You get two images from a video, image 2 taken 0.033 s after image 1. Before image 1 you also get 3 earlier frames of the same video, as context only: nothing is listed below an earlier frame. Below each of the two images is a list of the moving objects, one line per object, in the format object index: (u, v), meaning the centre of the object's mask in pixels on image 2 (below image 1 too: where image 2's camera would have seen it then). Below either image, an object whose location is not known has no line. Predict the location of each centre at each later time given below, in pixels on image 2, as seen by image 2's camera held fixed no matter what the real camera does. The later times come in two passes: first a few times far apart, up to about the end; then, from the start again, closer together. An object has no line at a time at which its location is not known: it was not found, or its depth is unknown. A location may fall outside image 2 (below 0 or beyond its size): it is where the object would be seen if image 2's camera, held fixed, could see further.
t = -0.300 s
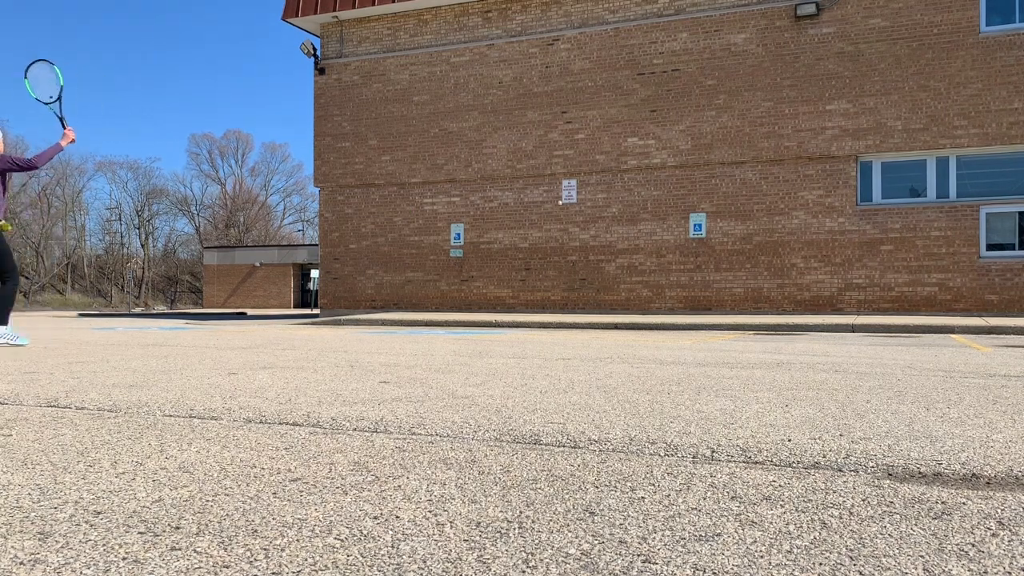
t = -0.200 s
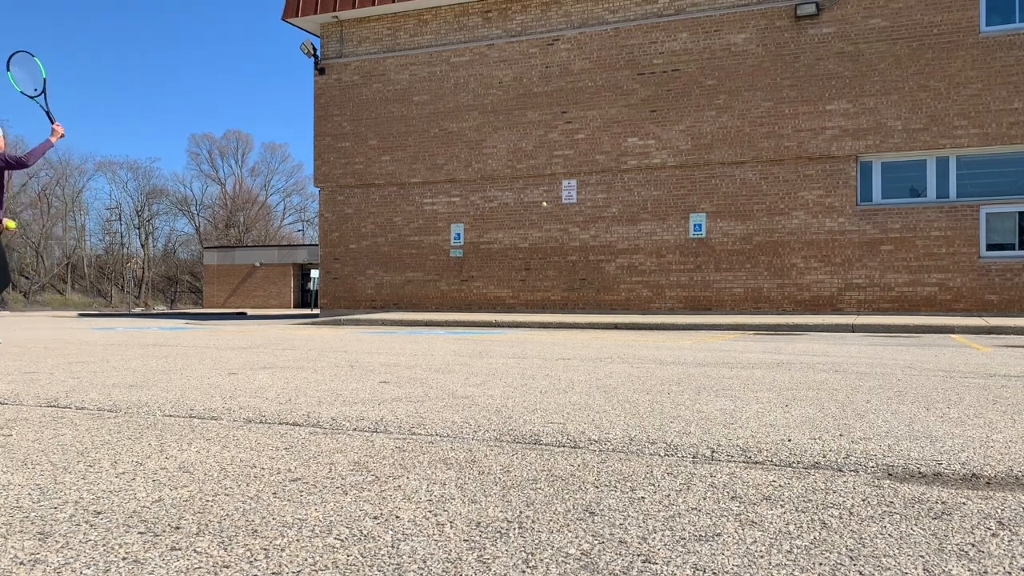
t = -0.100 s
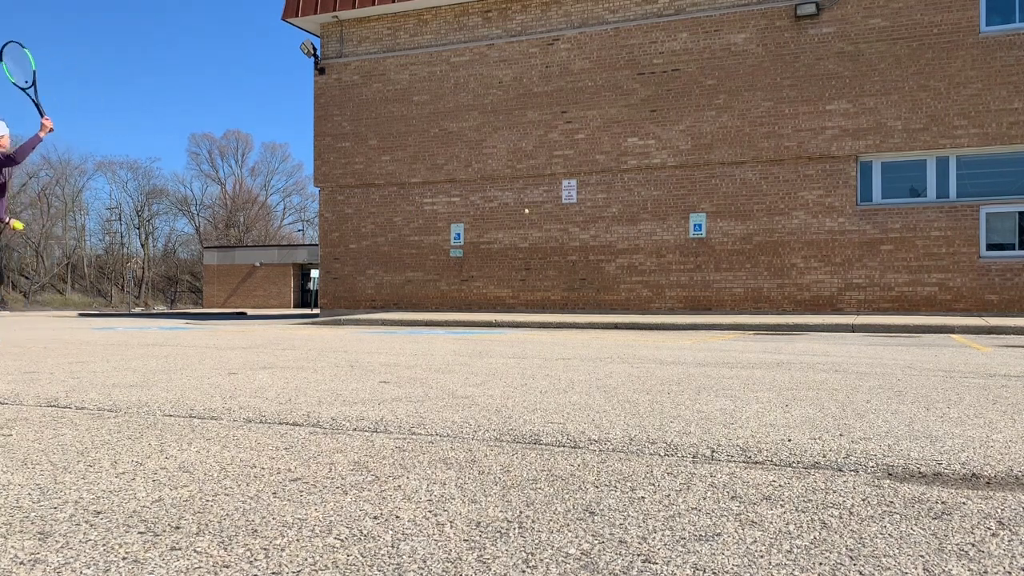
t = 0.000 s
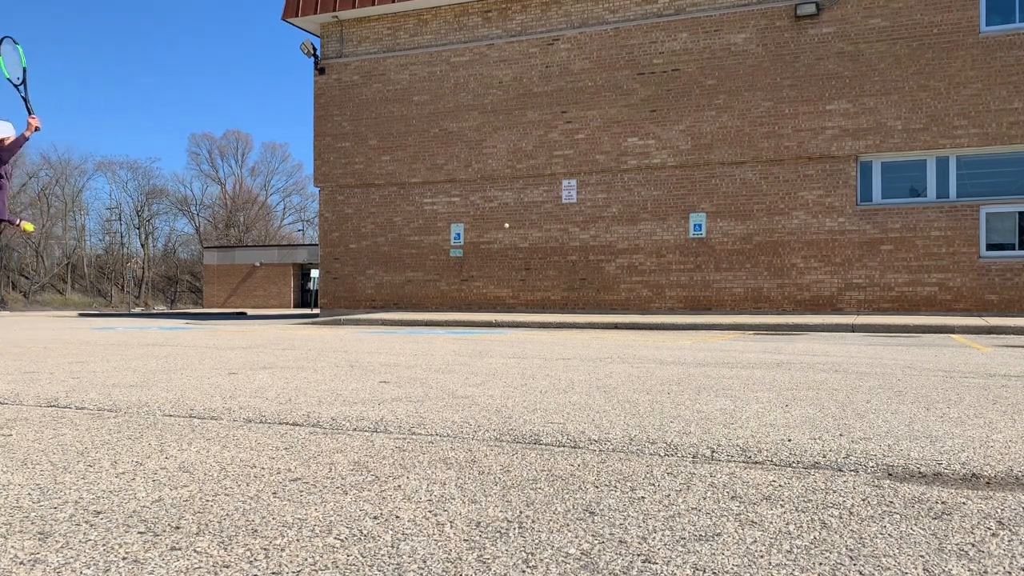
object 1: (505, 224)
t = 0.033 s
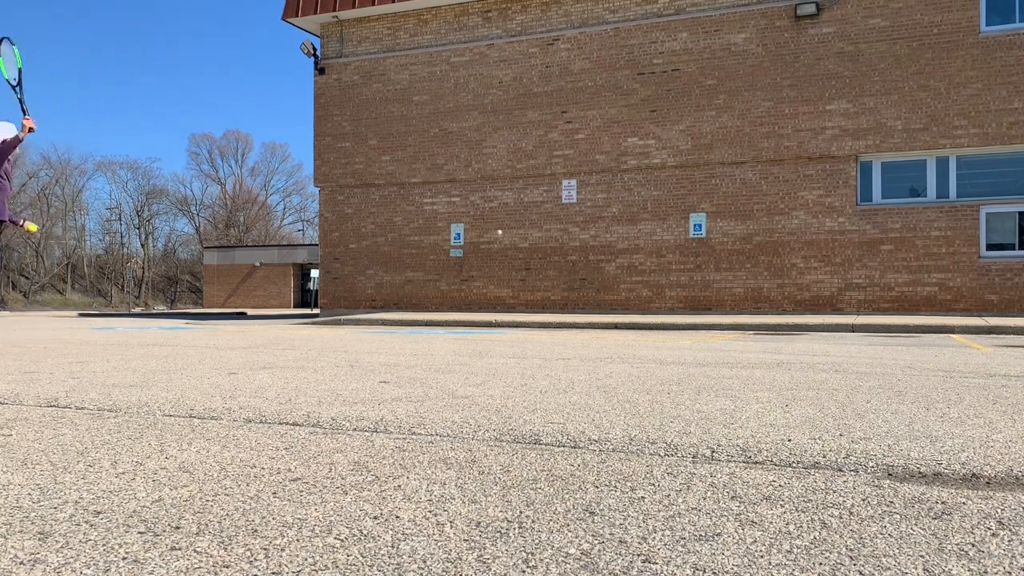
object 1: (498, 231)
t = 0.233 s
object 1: (450, 293)
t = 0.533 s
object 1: (385, 253)
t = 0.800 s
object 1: (322, 208)
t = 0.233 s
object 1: (450, 293)
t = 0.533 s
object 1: (385, 253)
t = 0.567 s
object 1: (379, 244)
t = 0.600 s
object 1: (371, 236)
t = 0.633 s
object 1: (364, 229)
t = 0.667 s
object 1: (356, 222)
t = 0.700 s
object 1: (347, 217)
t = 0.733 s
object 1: (339, 213)
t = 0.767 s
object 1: (331, 210)
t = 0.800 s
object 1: (322, 208)
